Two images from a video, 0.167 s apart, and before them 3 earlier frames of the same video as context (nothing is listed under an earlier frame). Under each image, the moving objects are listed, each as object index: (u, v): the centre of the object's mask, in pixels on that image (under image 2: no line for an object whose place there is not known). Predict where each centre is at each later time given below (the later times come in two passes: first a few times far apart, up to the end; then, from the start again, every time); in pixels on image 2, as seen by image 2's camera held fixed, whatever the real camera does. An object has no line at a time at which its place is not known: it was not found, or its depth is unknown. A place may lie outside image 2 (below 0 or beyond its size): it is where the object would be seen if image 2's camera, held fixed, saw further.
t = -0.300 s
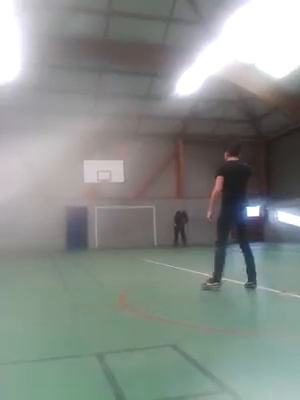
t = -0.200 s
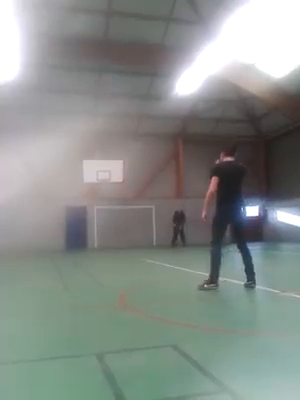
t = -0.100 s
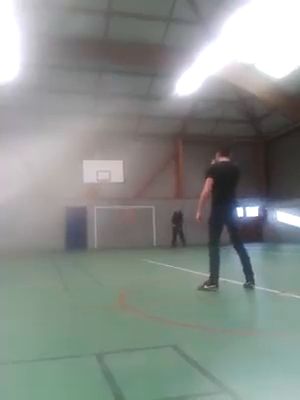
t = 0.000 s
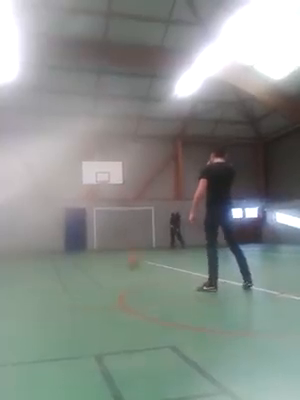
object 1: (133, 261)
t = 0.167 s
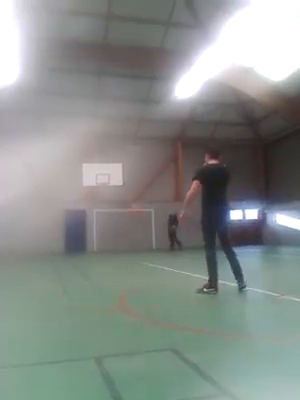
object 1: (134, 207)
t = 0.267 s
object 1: (136, 178)
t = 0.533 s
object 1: (140, 111)
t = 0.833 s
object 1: (149, 72)
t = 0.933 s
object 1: (153, 69)
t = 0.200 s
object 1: (135, 197)
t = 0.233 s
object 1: (136, 187)
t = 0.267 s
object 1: (136, 178)
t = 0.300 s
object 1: (135, 166)
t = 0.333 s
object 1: (137, 157)
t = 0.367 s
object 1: (136, 149)
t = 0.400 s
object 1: (138, 141)
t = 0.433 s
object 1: (137, 132)
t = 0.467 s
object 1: (140, 125)
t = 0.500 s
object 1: (140, 118)
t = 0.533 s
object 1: (140, 111)
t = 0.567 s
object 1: (141, 105)
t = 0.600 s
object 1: (142, 98)
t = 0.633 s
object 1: (143, 93)
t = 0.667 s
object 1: (143, 89)
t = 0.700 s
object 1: (144, 84)
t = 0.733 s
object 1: (146, 79)
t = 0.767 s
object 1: (147, 76)
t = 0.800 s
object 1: (148, 73)
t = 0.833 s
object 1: (149, 72)
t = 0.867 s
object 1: (150, 70)
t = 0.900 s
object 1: (151, 69)
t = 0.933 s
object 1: (153, 69)
